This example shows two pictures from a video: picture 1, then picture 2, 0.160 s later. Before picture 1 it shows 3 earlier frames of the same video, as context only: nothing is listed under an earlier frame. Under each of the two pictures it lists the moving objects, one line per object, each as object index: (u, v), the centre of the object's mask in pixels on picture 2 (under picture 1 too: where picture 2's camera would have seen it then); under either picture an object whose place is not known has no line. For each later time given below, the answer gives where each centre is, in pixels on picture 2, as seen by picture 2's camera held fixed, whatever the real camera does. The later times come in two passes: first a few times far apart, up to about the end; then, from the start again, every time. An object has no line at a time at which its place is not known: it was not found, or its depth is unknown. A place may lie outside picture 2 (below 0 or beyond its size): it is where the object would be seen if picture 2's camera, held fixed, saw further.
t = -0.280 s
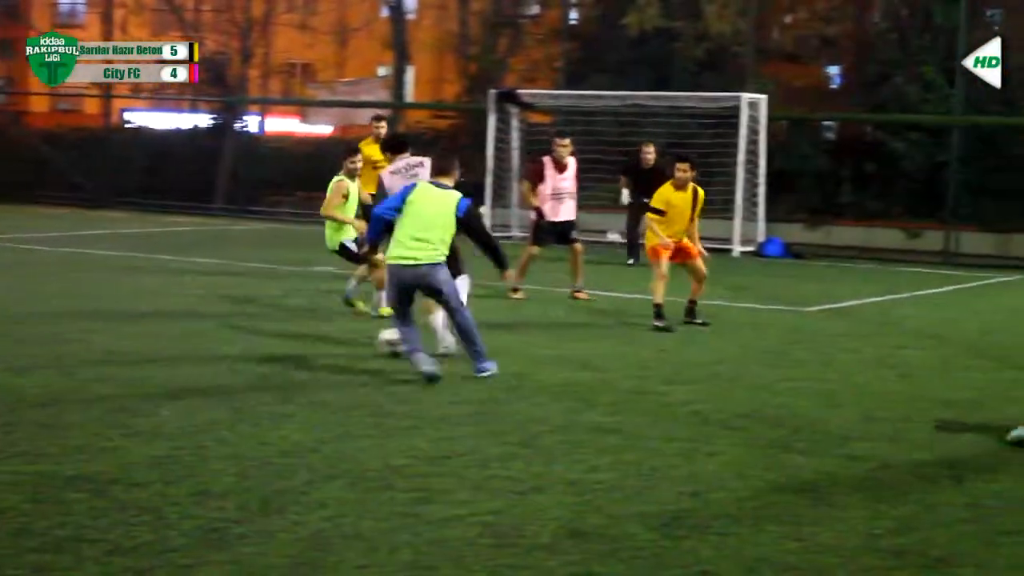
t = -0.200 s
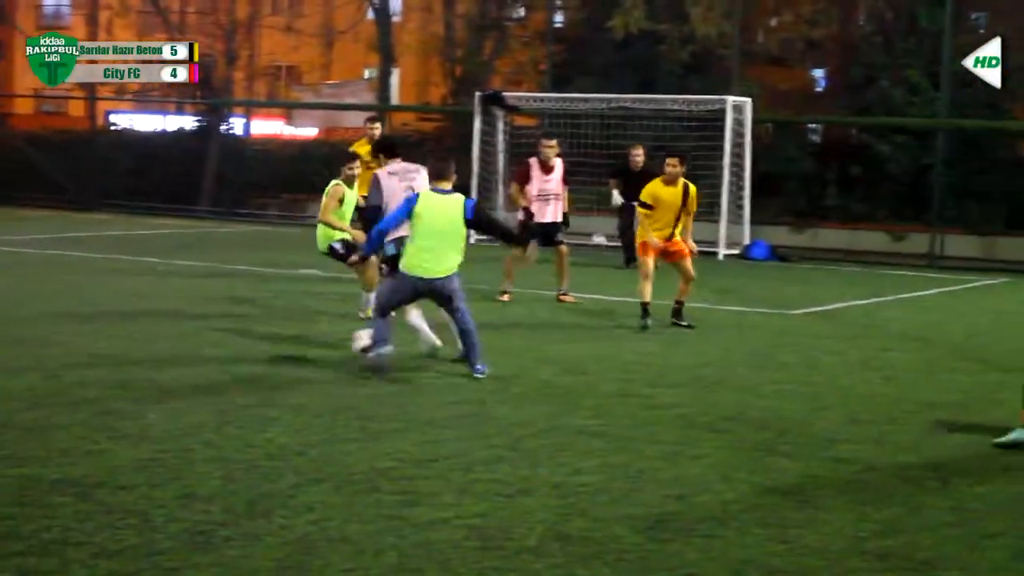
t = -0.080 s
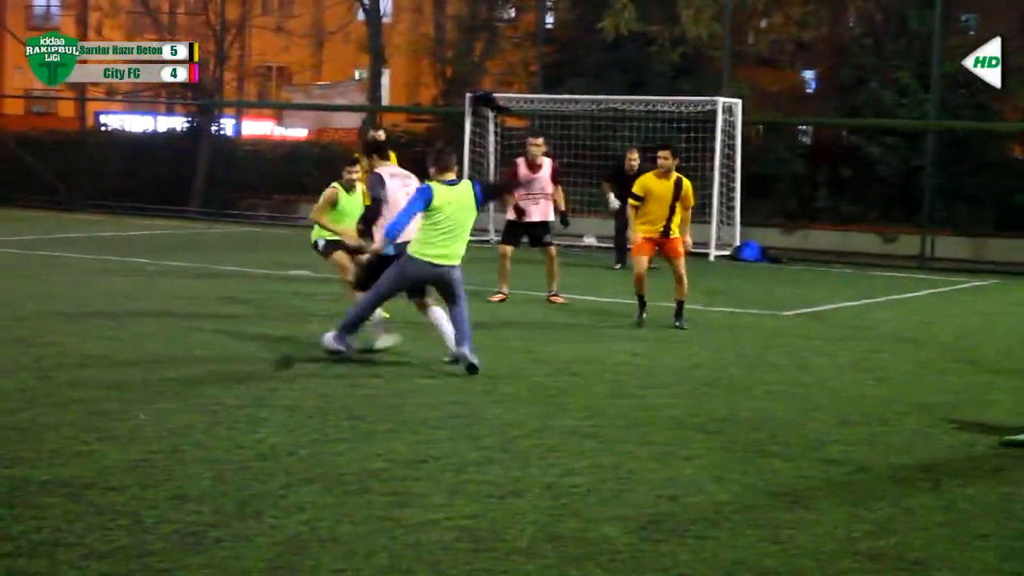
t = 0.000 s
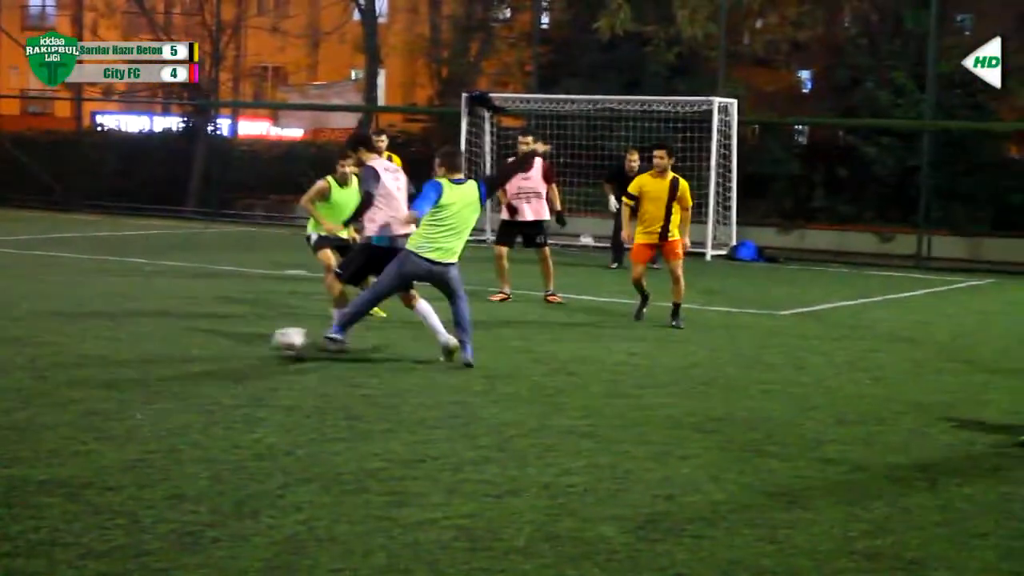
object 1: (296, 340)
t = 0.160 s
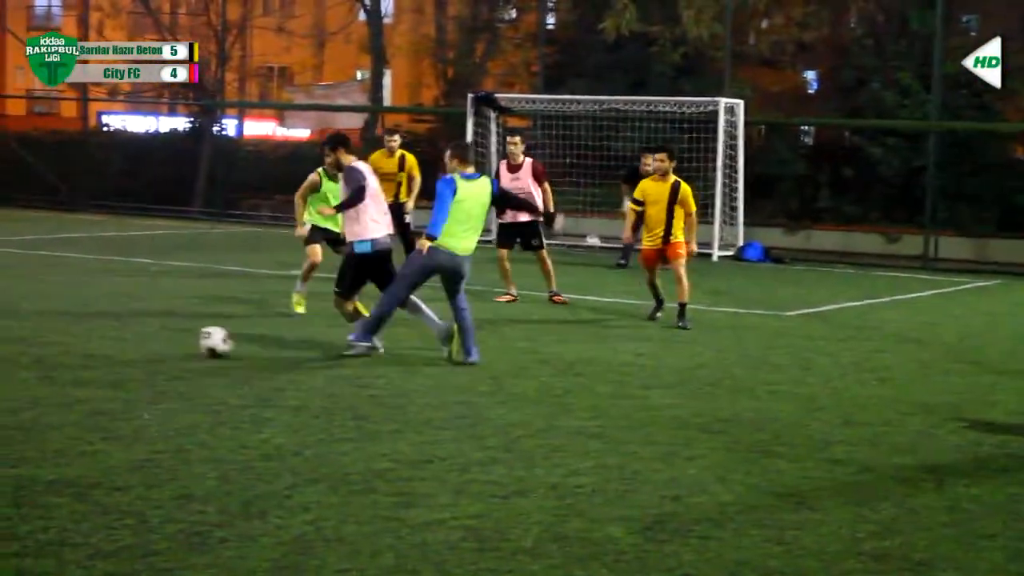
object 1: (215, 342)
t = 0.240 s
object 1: (181, 340)
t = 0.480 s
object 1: (99, 338)
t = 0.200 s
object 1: (198, 340)
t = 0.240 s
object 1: (181, 340)
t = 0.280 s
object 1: (165, 341)
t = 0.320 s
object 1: (153, 339)
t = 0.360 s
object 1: (140, 339)
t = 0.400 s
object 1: (126, 339)
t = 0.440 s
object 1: (114, 338)
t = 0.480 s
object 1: (99, 338)
